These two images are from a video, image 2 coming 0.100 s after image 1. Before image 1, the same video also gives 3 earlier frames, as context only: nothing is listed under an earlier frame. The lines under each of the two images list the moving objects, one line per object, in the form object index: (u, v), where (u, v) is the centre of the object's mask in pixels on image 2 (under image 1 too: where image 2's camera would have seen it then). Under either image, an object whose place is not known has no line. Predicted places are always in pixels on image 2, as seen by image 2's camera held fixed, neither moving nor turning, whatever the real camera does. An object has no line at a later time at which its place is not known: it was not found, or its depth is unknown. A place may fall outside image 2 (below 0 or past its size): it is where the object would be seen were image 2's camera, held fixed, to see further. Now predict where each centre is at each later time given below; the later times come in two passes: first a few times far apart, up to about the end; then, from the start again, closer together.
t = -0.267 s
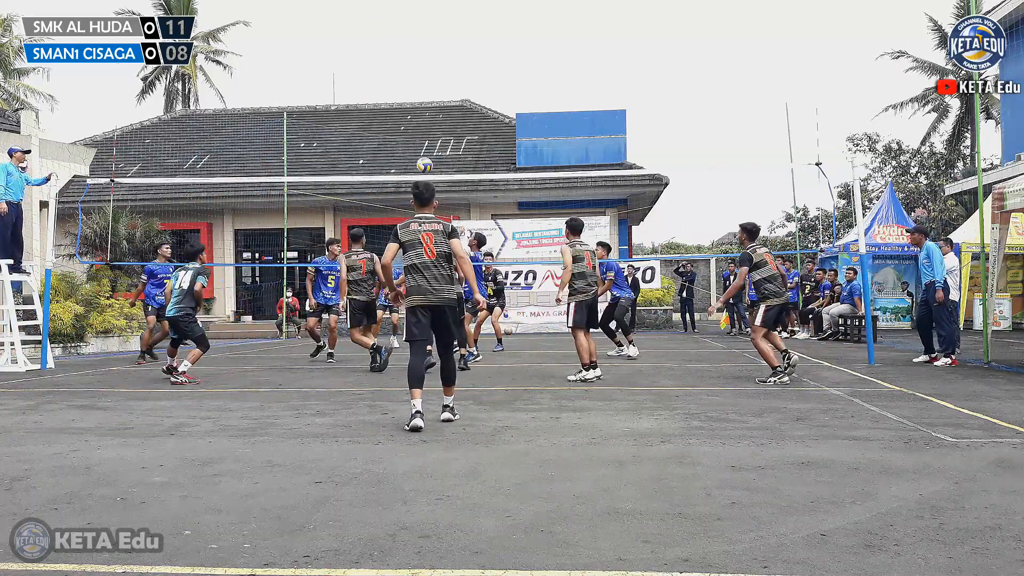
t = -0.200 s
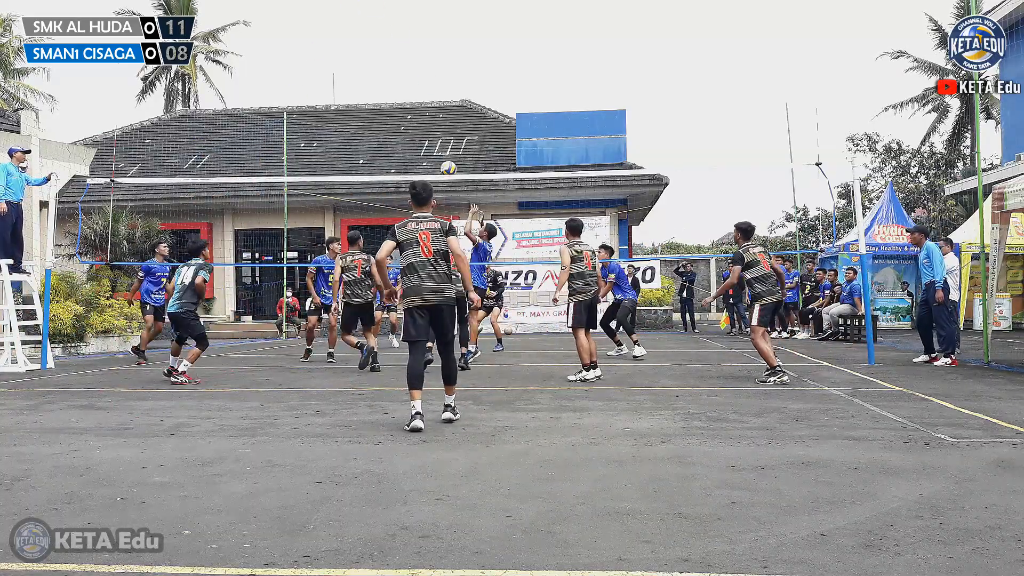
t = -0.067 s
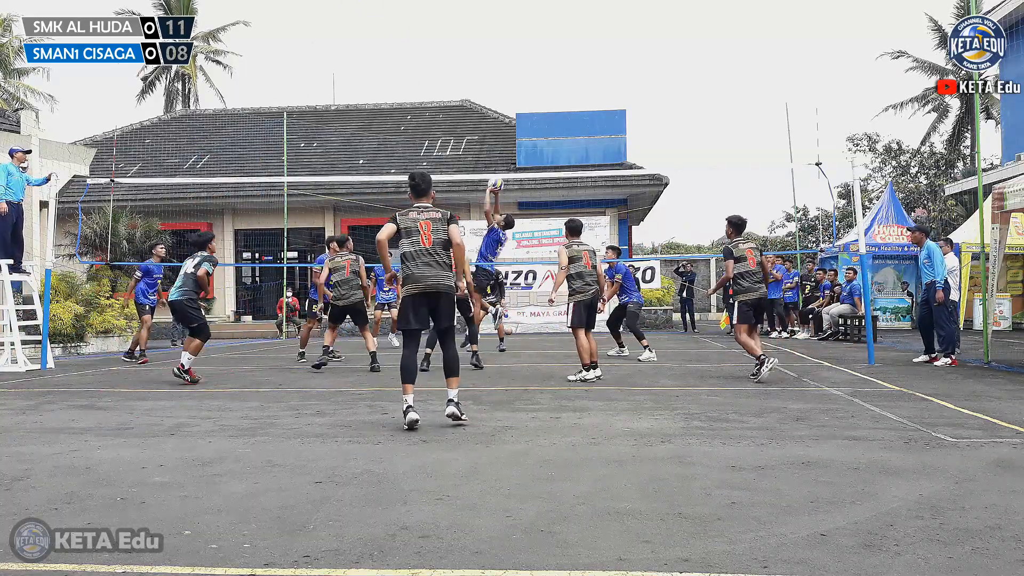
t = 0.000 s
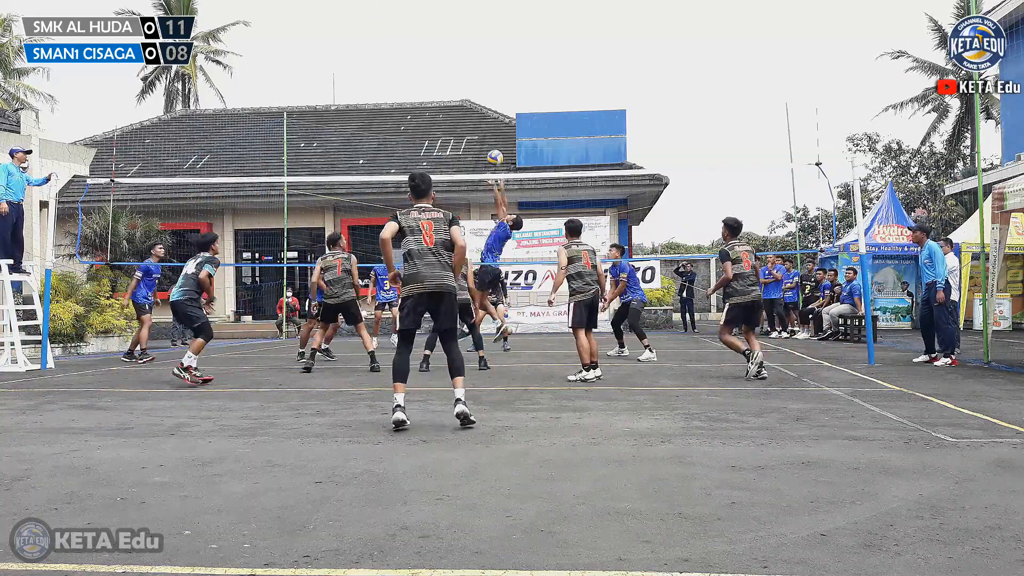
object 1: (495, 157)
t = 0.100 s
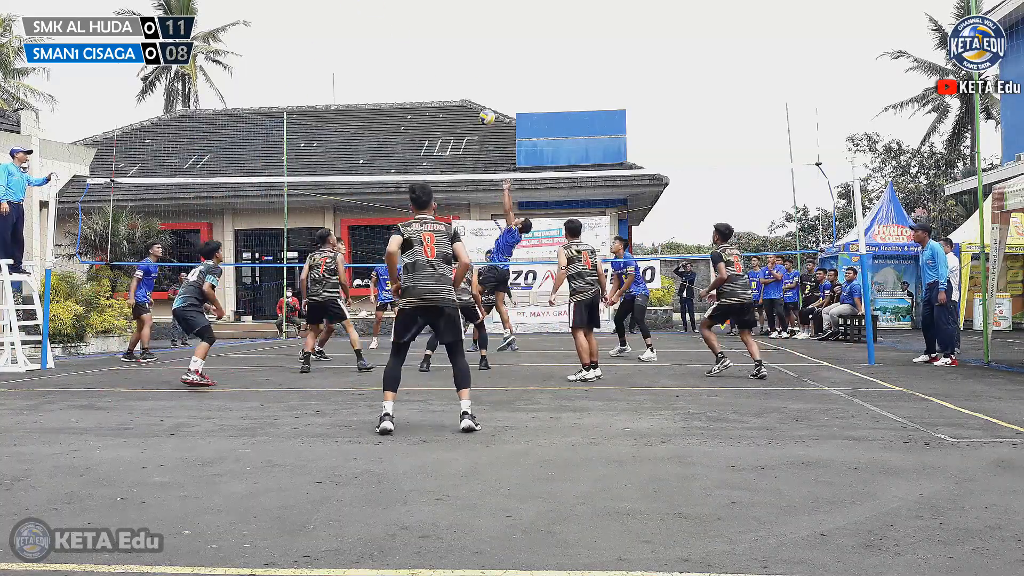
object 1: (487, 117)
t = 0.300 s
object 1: (471, 62)
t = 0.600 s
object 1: (450, 33)
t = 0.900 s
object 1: (432, 67)
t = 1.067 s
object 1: (423, 108)
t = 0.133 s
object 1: (484, 105)
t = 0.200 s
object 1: (479, 85)
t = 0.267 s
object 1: (474, 69)
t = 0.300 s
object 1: (471, 62)
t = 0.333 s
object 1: (468, 56)
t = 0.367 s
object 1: (466, 50)
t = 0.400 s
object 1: (464, 45)
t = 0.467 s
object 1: (459, 38)
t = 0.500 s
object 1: (457, 36)
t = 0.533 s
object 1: (455, 35)
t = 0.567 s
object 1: (452, 34)
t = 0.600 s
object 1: (450, 33)
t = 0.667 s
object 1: (446, 36)
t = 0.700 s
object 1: (444, 38)
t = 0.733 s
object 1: (442, 41)
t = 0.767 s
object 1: (440, 45)
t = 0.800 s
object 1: (438, 49)
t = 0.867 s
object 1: (434, 60)
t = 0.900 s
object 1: (432, 67)
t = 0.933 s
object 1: (430, 74)
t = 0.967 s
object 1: (428, 82)
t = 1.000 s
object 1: (426, 91)
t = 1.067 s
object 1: (423, 108)
